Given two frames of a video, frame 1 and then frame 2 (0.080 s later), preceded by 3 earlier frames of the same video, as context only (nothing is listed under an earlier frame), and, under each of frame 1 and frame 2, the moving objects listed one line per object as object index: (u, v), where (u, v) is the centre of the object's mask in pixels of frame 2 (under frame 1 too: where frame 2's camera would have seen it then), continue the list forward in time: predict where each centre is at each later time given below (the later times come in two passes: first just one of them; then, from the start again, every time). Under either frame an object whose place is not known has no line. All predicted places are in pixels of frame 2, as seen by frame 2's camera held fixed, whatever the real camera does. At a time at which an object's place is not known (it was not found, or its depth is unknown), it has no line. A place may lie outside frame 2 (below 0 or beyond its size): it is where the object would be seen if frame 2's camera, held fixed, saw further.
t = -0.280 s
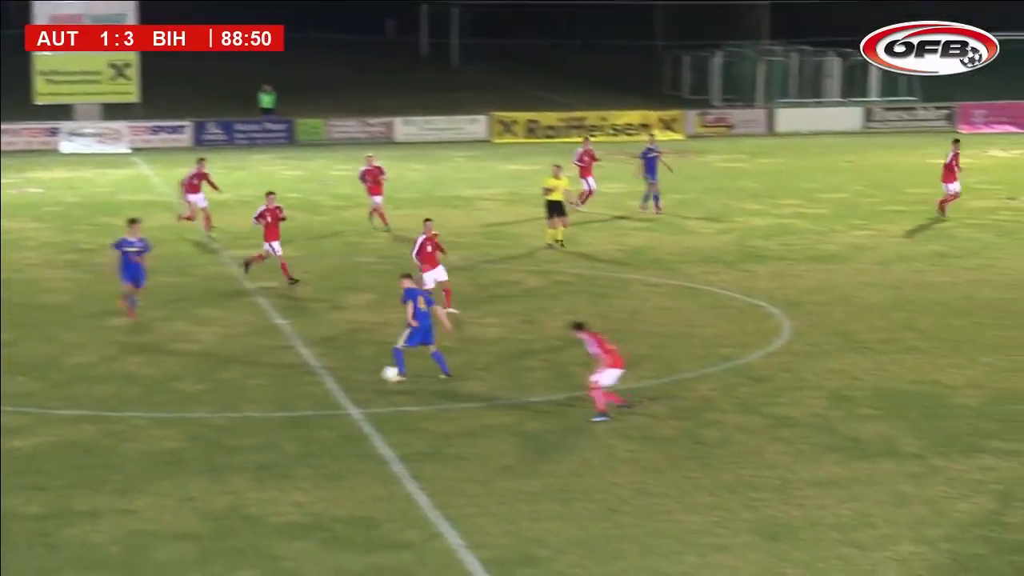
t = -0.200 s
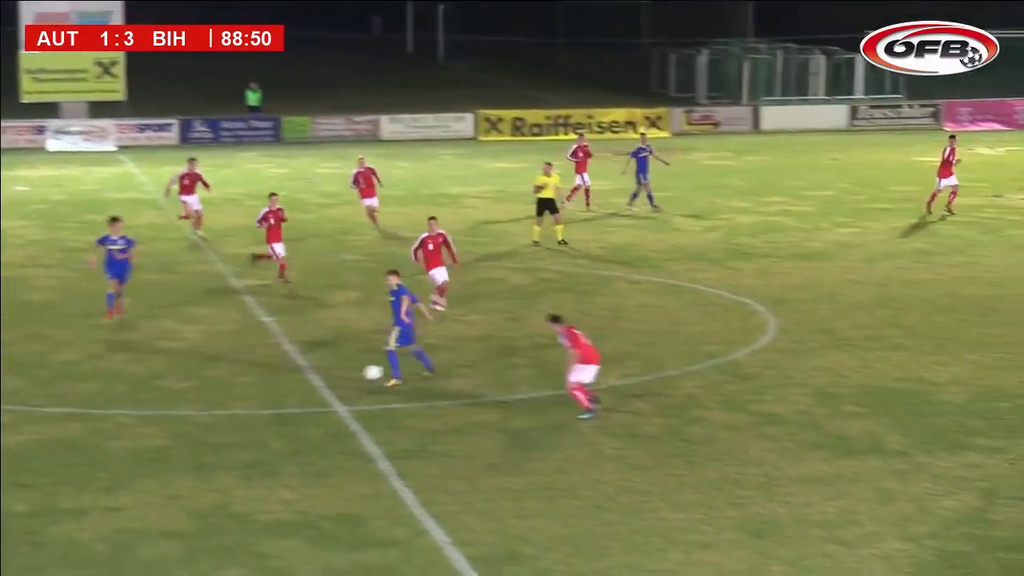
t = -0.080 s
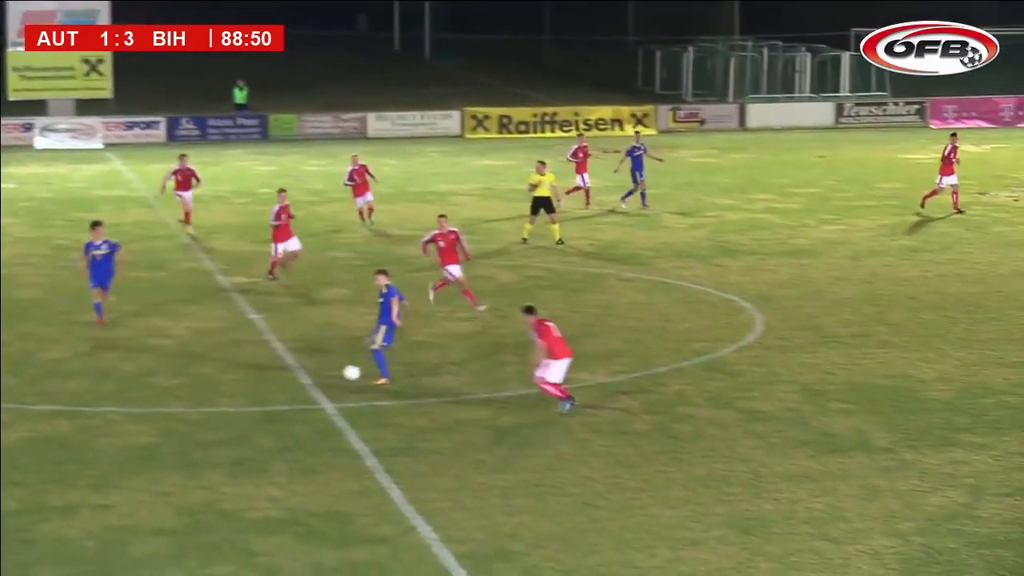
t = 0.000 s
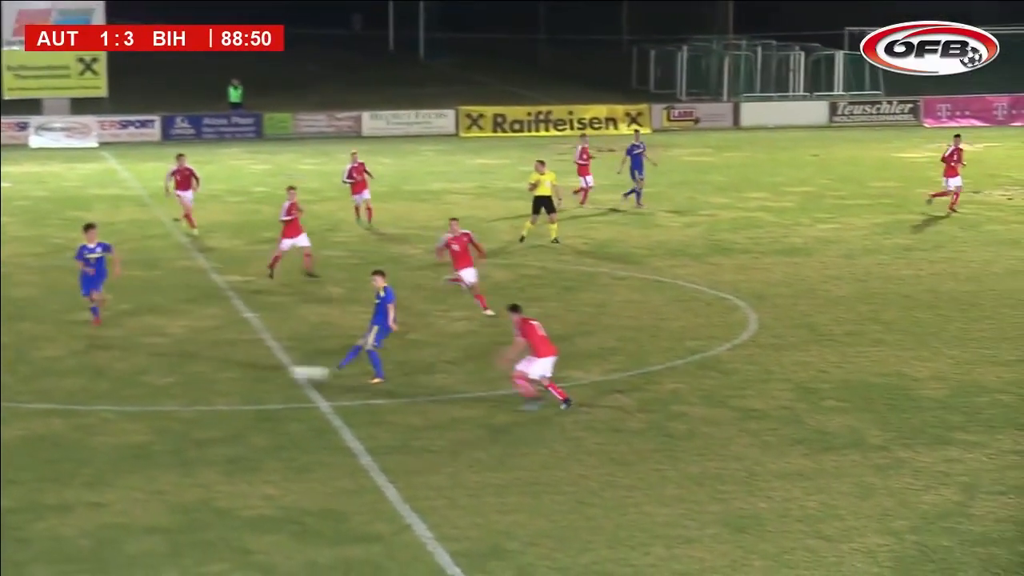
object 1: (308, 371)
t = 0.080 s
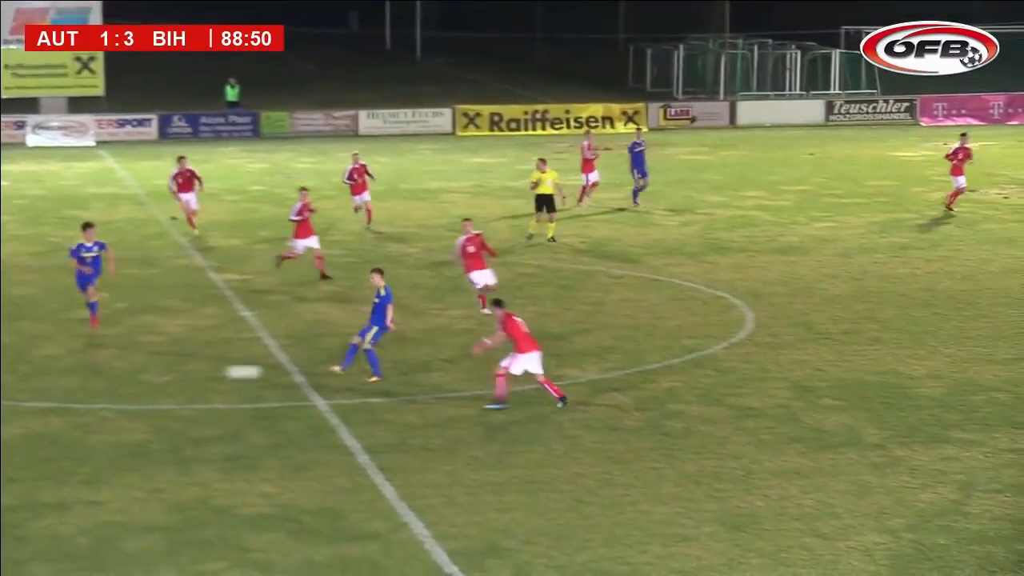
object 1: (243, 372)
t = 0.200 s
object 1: (153, 380)
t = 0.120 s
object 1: (214, 374)
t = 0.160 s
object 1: (183, 378)
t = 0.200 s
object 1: (153, 380)
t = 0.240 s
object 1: (126, 381)
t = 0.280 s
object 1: (98, 383)
